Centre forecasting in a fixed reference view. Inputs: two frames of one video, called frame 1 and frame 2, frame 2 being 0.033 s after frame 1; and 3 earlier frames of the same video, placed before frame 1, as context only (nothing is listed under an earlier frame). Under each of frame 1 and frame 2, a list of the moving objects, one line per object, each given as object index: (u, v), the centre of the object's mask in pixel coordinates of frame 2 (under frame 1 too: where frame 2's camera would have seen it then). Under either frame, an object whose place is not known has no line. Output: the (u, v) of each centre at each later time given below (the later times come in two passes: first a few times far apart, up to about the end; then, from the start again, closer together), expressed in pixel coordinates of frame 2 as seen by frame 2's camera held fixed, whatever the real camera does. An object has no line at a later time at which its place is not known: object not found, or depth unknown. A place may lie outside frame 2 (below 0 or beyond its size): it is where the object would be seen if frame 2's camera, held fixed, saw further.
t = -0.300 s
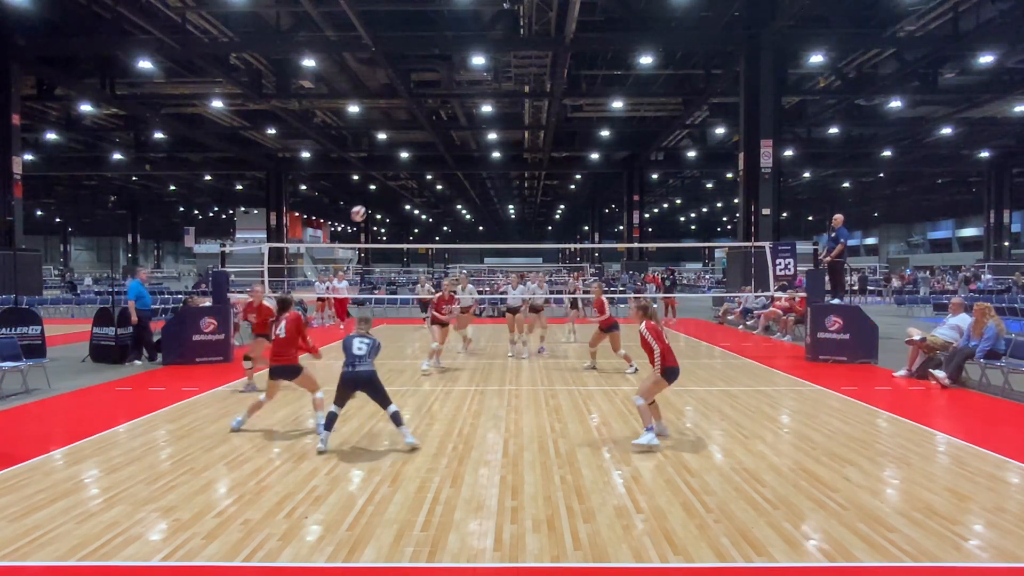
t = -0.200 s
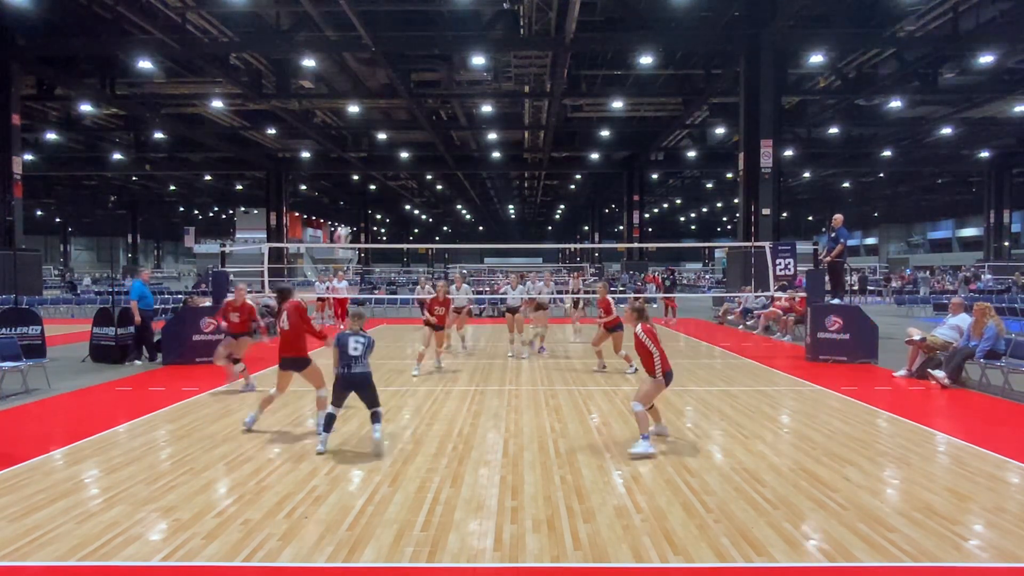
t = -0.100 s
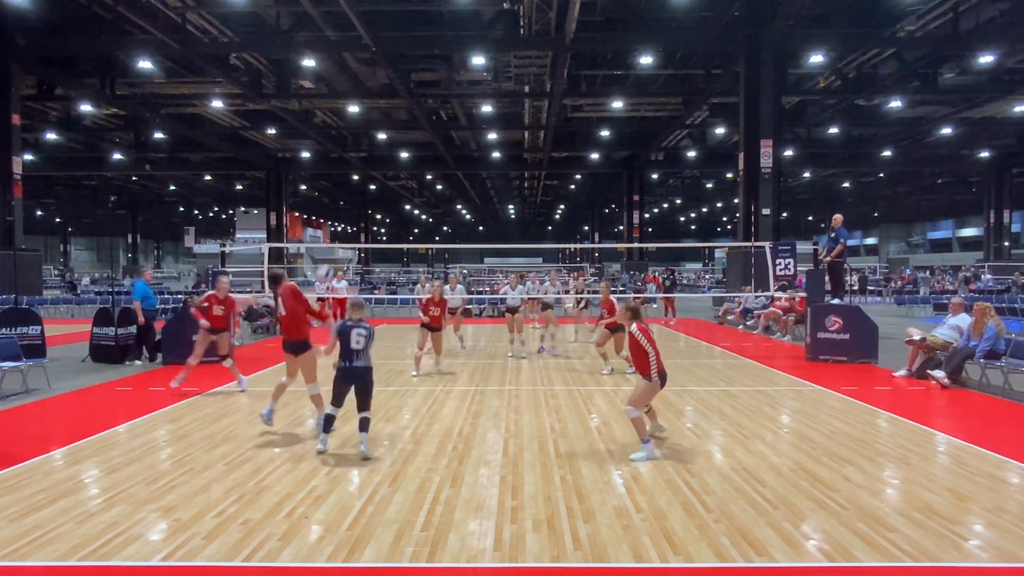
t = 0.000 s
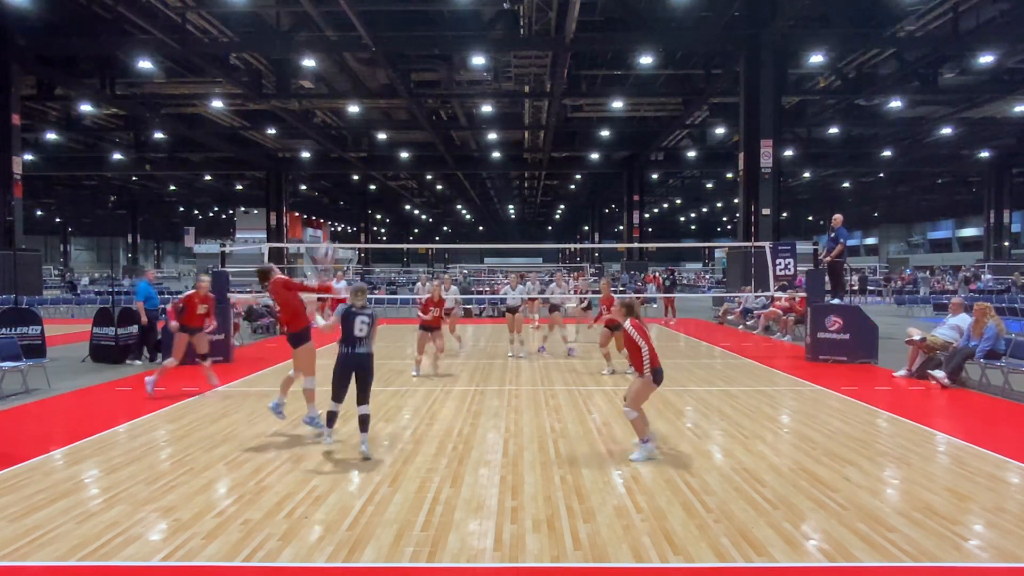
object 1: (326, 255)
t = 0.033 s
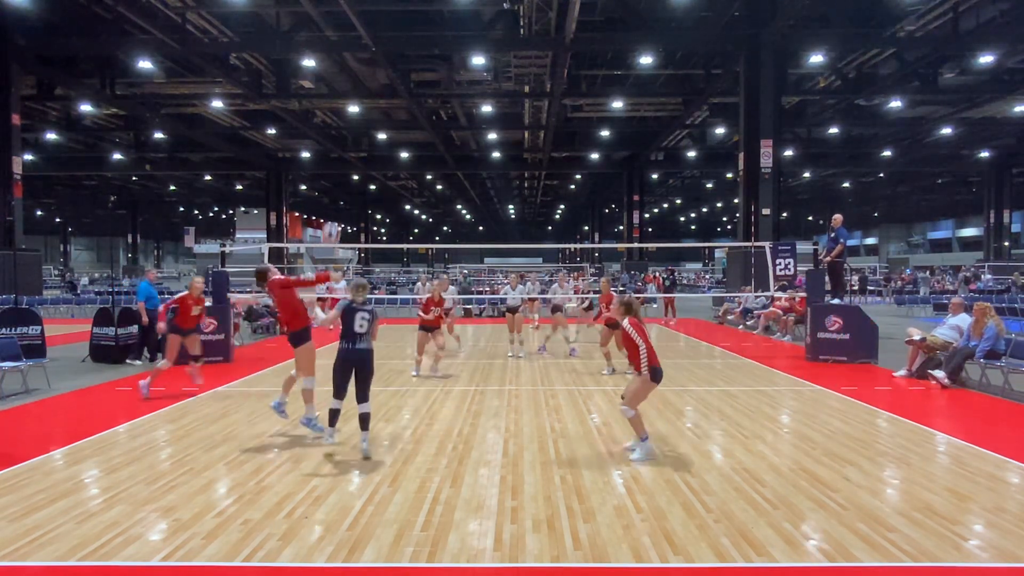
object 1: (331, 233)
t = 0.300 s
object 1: (361, 130)
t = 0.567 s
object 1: (383, 98)
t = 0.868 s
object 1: (402, 123)
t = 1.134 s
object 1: (416, 183)
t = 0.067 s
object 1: (335, 215)
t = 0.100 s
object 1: (339, 199)
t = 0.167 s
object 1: (347, 171)
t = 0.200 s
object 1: (351, 159)
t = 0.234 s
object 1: (354, 148)
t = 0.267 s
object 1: (358, 138)
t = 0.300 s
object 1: (361, 130)
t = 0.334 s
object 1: (364, 122)
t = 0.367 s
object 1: (367, 117)
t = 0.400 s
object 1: (370, 111)
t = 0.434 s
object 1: (373, 107)
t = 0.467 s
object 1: (375, 103)
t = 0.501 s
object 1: (378, 101)
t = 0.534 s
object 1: (381, 99)
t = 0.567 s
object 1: (383, 98)
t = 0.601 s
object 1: (385, 98)
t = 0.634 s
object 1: (388, 99)
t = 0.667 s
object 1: (390, 100)
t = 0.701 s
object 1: (392, 102)
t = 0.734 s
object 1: (394, 105)
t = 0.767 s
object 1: (396, 109)
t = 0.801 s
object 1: (398, 113)
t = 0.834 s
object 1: (400, 118)
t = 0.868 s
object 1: (402, 123)
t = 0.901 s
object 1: (404, 128)
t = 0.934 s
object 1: (406, 135)
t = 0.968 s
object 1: (408, 142)
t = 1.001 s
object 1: (410, 149)
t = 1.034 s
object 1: (412, 157)
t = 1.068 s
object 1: (413, 165)
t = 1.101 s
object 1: (415, 174)
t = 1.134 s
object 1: (416, 183)
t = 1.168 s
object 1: (418, 192)
